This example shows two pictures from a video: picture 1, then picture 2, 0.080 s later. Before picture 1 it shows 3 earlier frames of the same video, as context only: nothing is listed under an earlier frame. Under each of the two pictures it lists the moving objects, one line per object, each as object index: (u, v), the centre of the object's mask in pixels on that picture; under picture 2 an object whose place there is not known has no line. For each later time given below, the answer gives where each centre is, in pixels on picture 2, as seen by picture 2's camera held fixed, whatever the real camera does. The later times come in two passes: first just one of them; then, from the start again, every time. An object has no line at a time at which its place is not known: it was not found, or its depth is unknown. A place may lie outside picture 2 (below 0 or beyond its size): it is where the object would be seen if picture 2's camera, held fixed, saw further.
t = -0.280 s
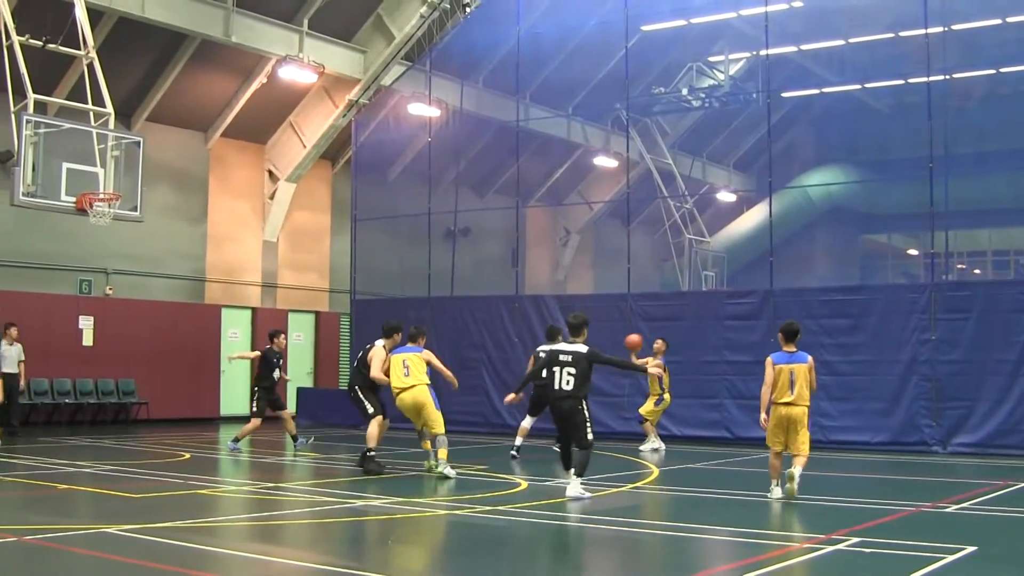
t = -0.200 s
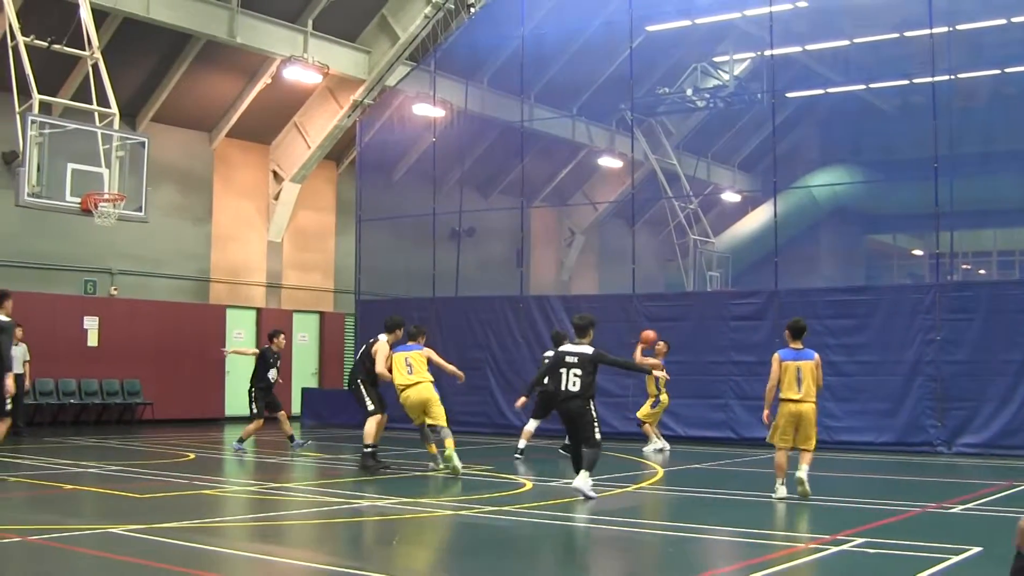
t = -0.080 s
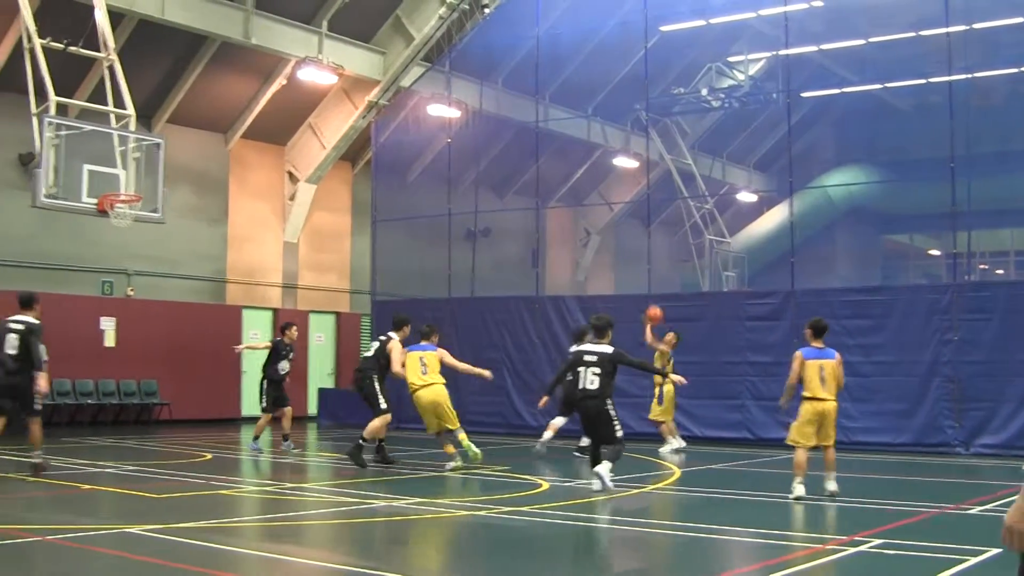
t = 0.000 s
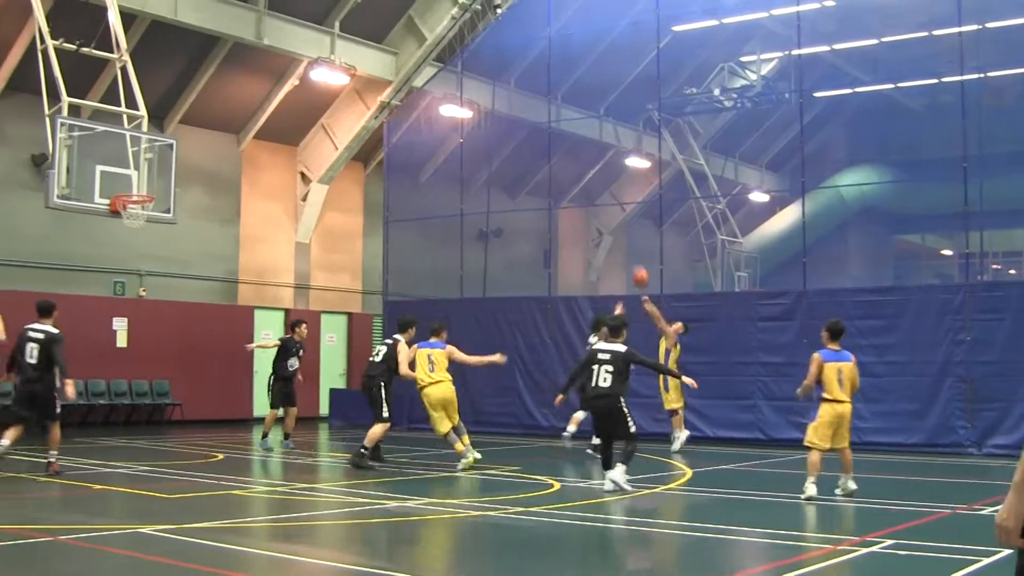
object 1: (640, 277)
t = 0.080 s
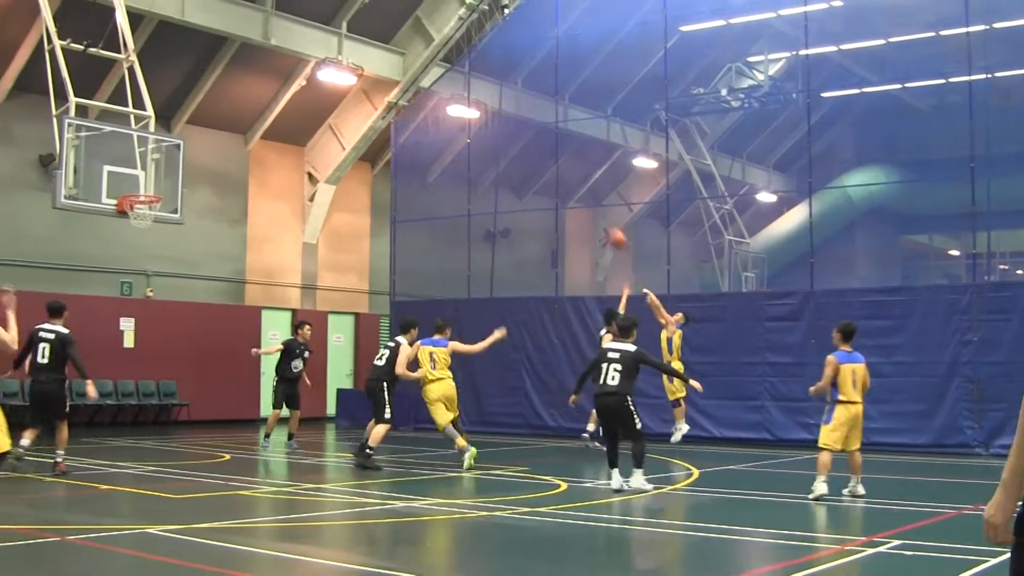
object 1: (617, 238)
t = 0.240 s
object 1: (555, 175)
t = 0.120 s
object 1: (602, 221)
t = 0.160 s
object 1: (586, 205)
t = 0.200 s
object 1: (572, 189)
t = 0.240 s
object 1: (555, 175)
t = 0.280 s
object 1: (539, 161)
